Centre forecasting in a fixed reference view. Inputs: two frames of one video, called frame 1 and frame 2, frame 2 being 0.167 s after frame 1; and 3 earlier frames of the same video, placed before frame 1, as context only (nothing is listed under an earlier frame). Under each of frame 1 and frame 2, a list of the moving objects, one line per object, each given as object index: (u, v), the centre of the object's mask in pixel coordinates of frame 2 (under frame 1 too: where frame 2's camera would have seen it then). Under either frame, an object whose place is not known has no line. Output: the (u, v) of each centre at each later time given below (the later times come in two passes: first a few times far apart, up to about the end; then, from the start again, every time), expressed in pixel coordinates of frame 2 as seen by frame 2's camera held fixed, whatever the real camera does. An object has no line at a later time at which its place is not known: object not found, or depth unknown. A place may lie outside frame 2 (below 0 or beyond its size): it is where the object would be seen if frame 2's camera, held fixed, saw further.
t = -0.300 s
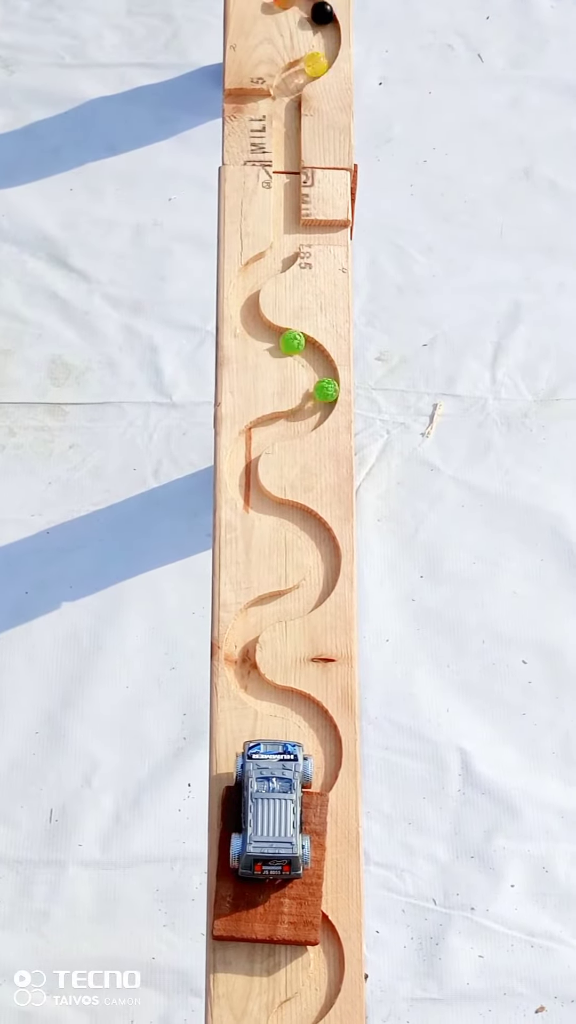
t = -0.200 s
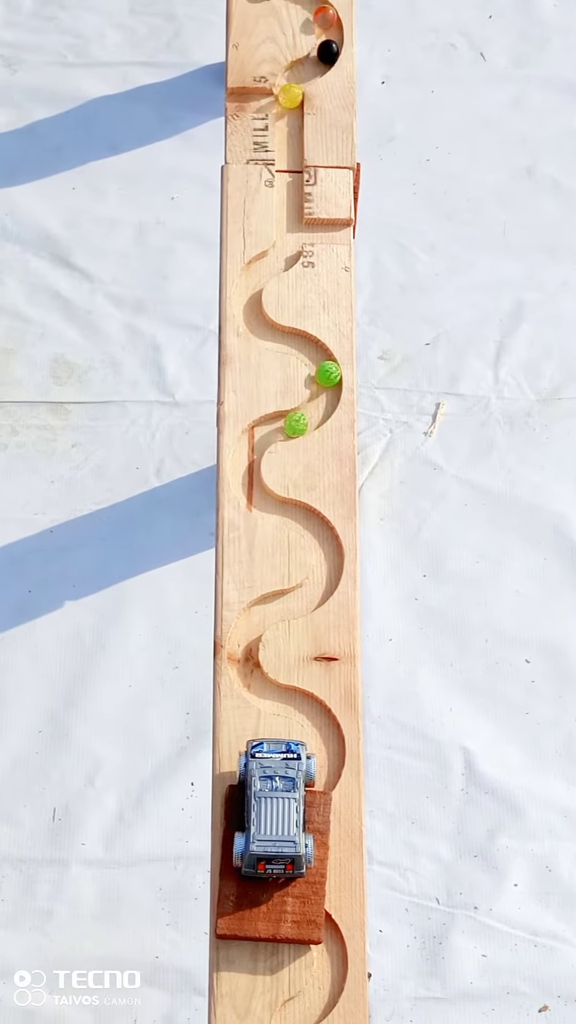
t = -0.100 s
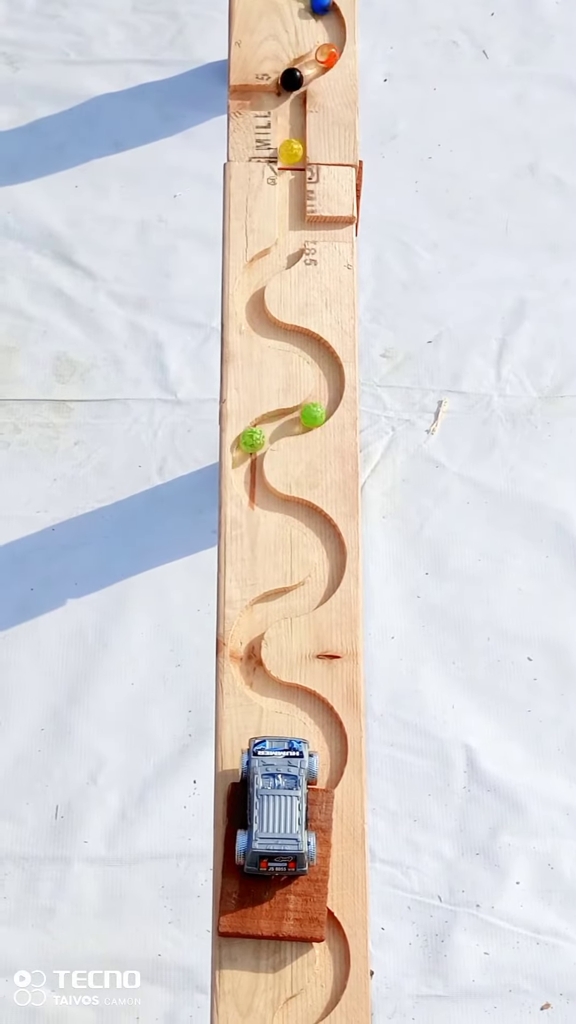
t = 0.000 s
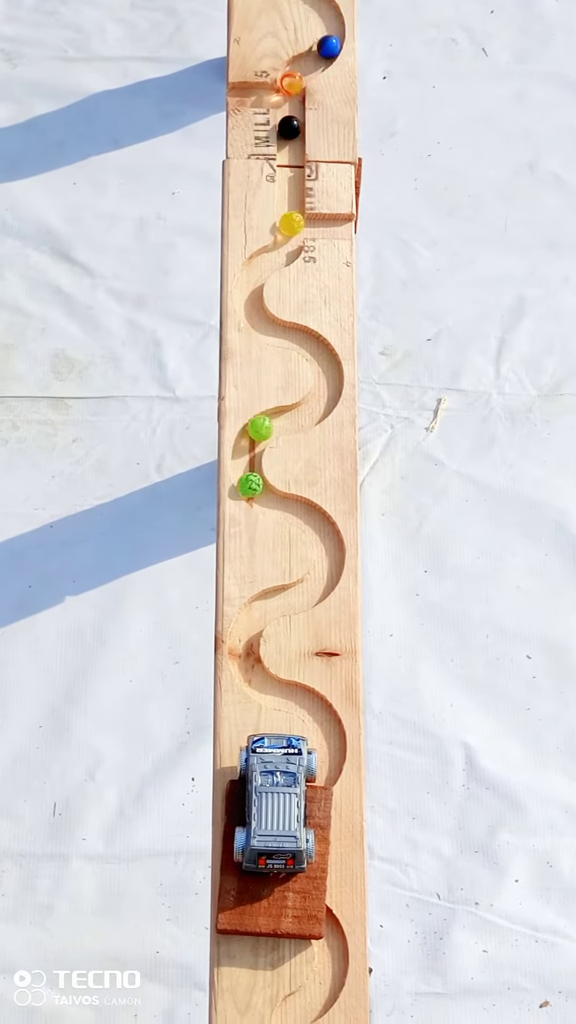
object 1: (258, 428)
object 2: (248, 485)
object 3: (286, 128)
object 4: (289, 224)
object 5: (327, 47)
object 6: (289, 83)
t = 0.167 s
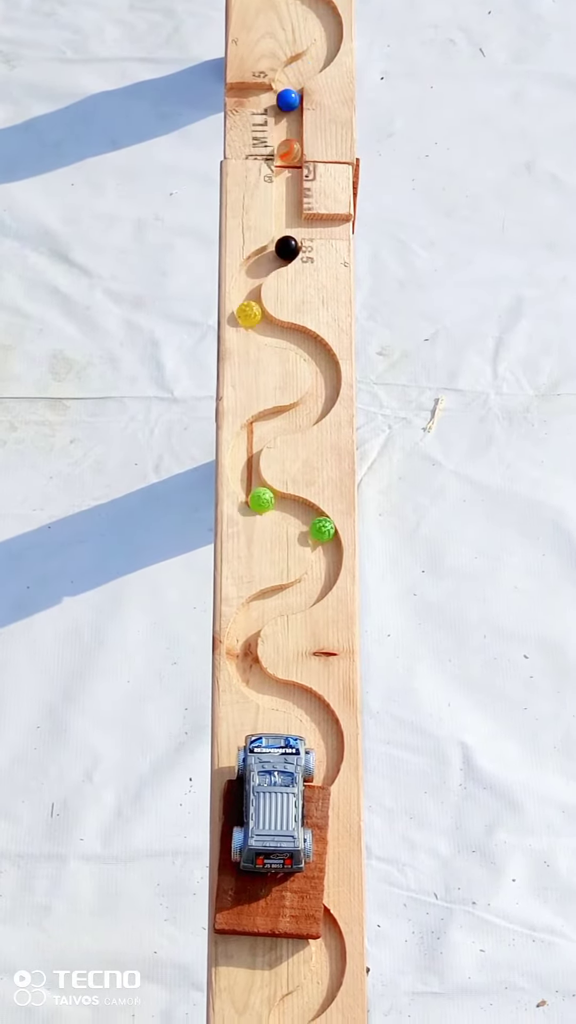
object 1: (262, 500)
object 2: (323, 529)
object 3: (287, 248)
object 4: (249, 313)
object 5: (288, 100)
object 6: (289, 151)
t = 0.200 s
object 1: (278, 507)
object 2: (328, 545)
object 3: (265, 259)
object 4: (262, 327)
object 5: (288, 101)
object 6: (287, 167)
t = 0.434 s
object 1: (316, 587)
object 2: (248, 622)
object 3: (314, 347)
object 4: (317, 407)
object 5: (287, 166)
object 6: (244, 286)
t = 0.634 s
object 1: (239, 645)
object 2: (293, 697)
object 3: (285, 421)
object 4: (240, 468)
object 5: (252, 268)
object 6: (307, 344)
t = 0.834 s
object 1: (315, 707)
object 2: (323, 774)
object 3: (247, 487)
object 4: (323, 529)
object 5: (299, 337)
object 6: (303, 416)
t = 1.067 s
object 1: (330, 753)
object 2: (322, 775)
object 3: (328, 545)
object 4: (257, 608)
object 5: (290, 421)
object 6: (254, 494)
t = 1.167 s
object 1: (330, 753)
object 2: (322, 775)
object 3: (316, 587)
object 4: (239, 649)
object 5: (244, 444)
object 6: (303, 512)
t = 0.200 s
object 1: (278, 507)
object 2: (328, 545)
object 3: (265, 259)
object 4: (262, 327)
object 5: (288, 101)
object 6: (287, 167)
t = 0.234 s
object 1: (295, 511)
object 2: (329, 562)
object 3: (247, 275)
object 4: (280, 334)
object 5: (288, 104)
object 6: (287, 186)
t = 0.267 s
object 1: (312, 517)
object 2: (322, 580)
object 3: (243, 295)
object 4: (299, 337)
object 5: (292, 108)
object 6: (289, 206)
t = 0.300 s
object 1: (320, 530)
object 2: (309, 592)
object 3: (249, 314)
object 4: (315, 347)
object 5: (291, 115)
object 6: (286, 230)
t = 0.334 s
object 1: (328, 543)
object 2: (292, 599)
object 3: (263, 327)
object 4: (325, 359)
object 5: (290, 124)
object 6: (286, 251)
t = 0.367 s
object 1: (330, 558)
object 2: (273, 602)
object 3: (280, 335)
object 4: (330, 375)
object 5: (288, 136)
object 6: (265, 257)
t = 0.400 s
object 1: (326, 574)
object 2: (259, 609)
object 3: (299, 339)
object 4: (326, 393)
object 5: (287, 151)
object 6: (254, 270)
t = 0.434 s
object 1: (316, 587)
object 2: (248, 622)
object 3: (314, 347)
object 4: (317, 407)
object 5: (287, 166)
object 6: (244, 286)
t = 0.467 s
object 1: (300, 595)
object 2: (240, 637)
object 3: (324, 359)
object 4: (301, 418)
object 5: (288, 184)
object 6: (245, 303)
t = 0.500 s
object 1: (282, 601)
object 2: (240, 654)
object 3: (329, 374)
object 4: (281, 421)
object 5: (288, 204)
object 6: (251, 318)
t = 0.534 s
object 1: (264, 604)
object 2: (246, 670)
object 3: (327, 391)
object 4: (261, 424)
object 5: (288, 225)
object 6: (266, 328)
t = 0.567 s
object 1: (251, 614)
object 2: (257, 685)
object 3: (318, 405)
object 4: (248, 437)
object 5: (288, 249)
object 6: (281, 335)
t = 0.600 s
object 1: (243, 629)
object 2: (274, 693)
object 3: (303, 416)
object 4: (243, 451)
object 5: (269, 259)
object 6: (298, 336)
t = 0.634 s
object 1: (239, 645)
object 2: (293, 697)
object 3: (285, 421)
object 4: (240, 468)
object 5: (252, 268)
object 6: (307, 344)
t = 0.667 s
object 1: (242, 663)
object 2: (308, 702)
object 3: (266, 424)
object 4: (247, 483)
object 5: (244, 285)
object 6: (319, 352)
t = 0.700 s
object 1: (252, 678)
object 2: (318, 715)
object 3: (257, 435)
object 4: (258, 497)
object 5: (244, 301)
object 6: (326, 365)
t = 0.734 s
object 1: (265, 690)
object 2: (329, 730)
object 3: (245, 444)
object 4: (274, 507)
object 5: (251, 317)
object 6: (329, 378)
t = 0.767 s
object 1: (283, 695)
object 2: (331, 747)
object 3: (242, 457)
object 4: (294, 510)
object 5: (265, 329)
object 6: (327, 393)
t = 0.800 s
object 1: (301, 698)
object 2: (327, 766)
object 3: (241, 472)
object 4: (310, 516)
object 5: (281, 335)
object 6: (318, 406)
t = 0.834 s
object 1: (315, 707)
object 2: (323, 774)
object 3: (247, 487)
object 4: (323, 529)
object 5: (299, 337)
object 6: (303, 416)
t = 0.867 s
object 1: (324, 722)
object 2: (322, 774)
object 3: (258, 499)
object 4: (327, 546)
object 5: (314, 344)
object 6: (287, 422)
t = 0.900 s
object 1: (331, 740)
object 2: (322, 774)
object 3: (273, 506)
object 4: (329, 563)
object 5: (323, 356)
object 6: (268, 424)
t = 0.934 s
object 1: (331, 752)
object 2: (322, 775)
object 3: (289, 510)
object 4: (322, 580)
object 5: (329, 371)
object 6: (256, 433)
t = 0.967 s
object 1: (330, 752)
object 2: (322, 775)
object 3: (305, 513)
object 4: (310, 592)
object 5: (329, 387)
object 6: (246, 447)
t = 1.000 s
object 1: (331, 753)
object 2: (322, 775)
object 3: (313, 522)
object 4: (293, 599)
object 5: (321, 402)
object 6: (241, 463)
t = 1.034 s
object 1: (330, 753)
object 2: (322, 775)
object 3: (322, 533)
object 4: (274, 602)
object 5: (307, 415)
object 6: (244, 480)
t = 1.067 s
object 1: (330, 753)
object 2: (322, 775)
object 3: (328, 545)
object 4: (257, 608)
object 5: (290, 421)
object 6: (254, 494)
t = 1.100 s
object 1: (331, 753)
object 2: (322, 775)
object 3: (329, 559)
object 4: (248, 621)
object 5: (270, 423)
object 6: (269, 504)
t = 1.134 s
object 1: (330, 753)
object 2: (322, 775)
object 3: (325, 574)
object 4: (240, 634)
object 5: (255, 431)
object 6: (286, 508)
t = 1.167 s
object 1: (330, 753)
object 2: (322, 775)
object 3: (316, 587)
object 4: (239, 649)
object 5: (244, 444)
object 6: (303, 512)
